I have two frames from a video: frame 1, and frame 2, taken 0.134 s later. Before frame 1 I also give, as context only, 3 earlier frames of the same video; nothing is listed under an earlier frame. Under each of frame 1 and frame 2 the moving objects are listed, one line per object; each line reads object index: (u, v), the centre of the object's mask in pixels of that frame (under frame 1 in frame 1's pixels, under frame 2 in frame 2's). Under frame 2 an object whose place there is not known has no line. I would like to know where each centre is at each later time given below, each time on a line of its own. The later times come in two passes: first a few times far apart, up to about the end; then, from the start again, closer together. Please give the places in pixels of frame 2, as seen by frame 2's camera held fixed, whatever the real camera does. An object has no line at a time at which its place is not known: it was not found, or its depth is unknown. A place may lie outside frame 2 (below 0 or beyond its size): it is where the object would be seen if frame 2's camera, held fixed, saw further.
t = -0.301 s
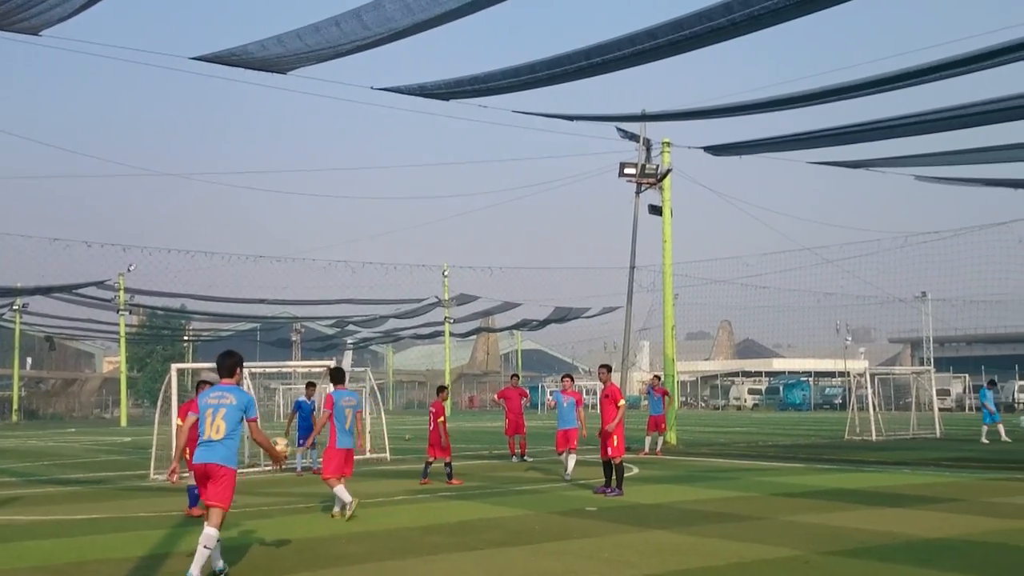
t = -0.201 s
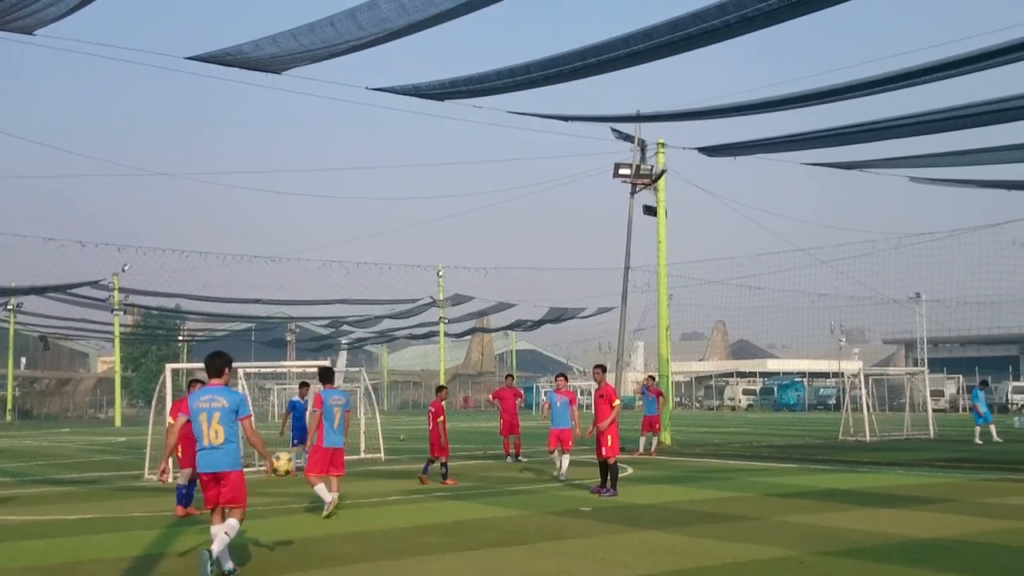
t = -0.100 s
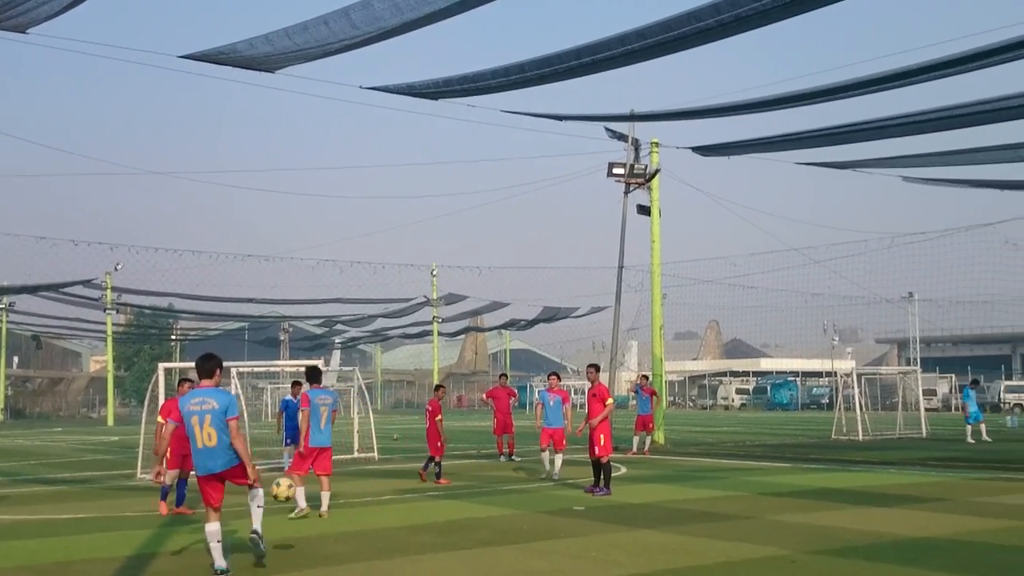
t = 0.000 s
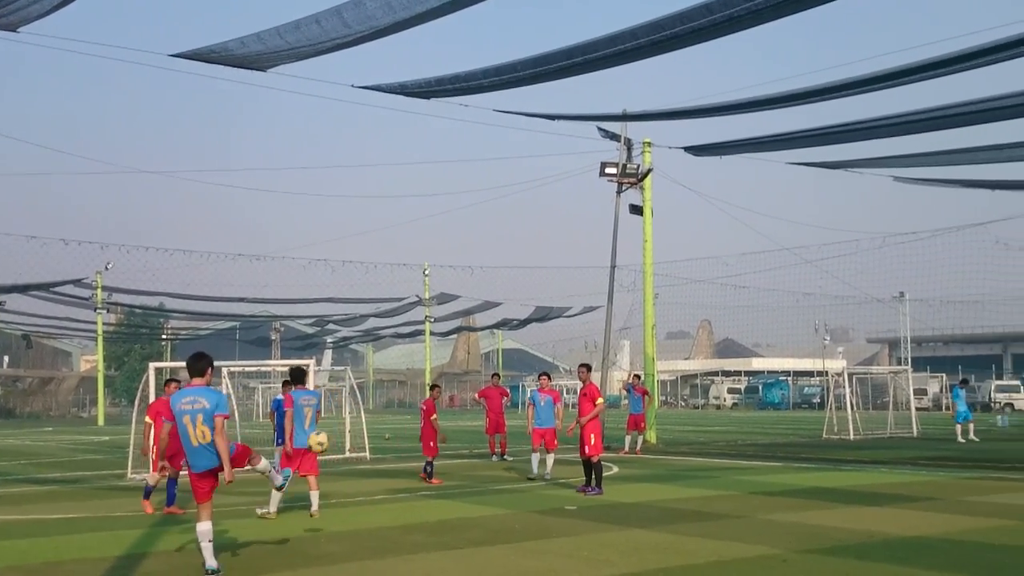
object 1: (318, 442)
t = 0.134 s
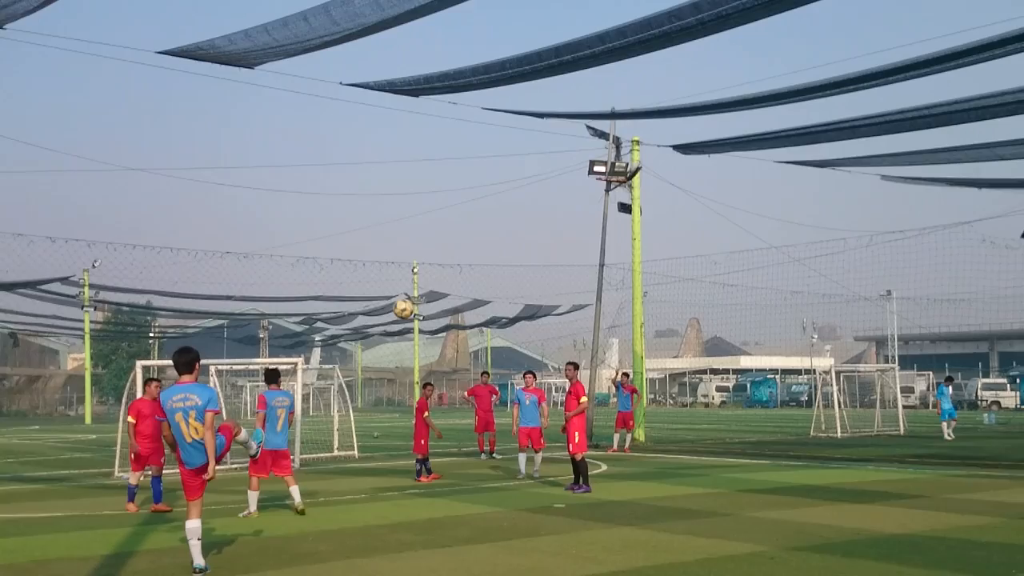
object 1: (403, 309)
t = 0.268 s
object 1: (466, 243)
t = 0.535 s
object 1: (565, 182)
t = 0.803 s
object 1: (639, 185)
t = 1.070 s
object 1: (700, 230)
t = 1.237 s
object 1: (733, 276)
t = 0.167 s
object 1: (420, 290)
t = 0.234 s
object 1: (452, 257)
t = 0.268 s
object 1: (466, 243)
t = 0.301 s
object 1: (480, 231)
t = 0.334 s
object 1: (493, 221)
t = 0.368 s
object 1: (506, 212)
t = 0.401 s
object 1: (518, 203)
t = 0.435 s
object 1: (530, 196)
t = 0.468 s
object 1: (542, 190)
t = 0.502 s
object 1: (553, 186)
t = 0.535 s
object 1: (565, 182)
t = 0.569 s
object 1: (575, 180)
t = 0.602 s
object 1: (584, 178)
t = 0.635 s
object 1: (595, 178)
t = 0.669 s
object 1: (602, 179)
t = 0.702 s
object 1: (614, 179)
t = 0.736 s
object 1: (622, 180)
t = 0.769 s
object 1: (631, 182)
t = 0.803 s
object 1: (639, 185)
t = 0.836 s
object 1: (648, 189)
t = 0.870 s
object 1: (656, 193)
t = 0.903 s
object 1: (664, 198)
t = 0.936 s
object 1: (671, 204)
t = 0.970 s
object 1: (679, 210)
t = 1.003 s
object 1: (686, 216)
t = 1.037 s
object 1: (693, 223)
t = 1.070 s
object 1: (700, 230)
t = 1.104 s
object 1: (707, 238)
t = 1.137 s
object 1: (714, 247)
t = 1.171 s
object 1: (720, 256)
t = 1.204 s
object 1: (727, 266)
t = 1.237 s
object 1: (733, 276)
